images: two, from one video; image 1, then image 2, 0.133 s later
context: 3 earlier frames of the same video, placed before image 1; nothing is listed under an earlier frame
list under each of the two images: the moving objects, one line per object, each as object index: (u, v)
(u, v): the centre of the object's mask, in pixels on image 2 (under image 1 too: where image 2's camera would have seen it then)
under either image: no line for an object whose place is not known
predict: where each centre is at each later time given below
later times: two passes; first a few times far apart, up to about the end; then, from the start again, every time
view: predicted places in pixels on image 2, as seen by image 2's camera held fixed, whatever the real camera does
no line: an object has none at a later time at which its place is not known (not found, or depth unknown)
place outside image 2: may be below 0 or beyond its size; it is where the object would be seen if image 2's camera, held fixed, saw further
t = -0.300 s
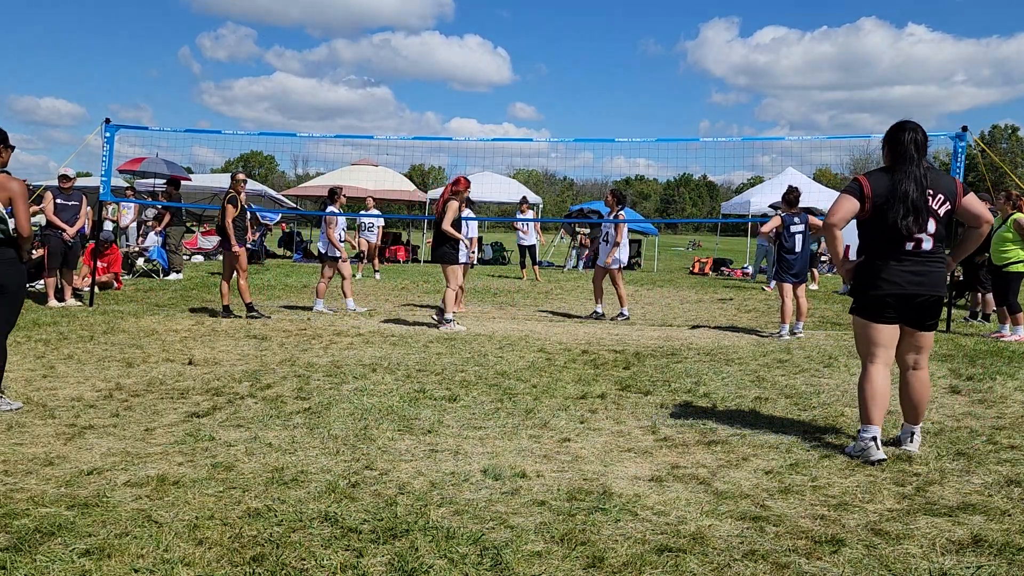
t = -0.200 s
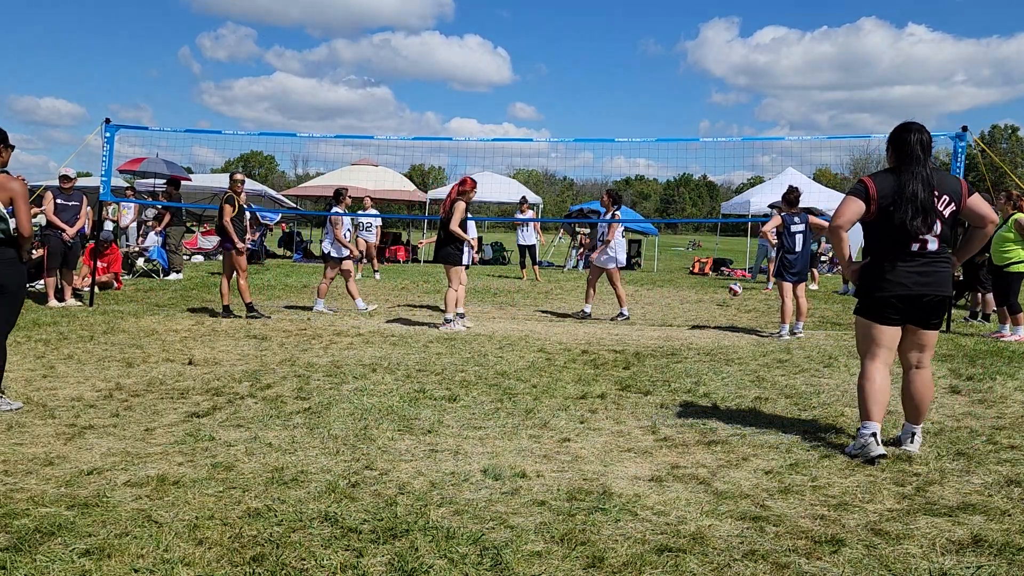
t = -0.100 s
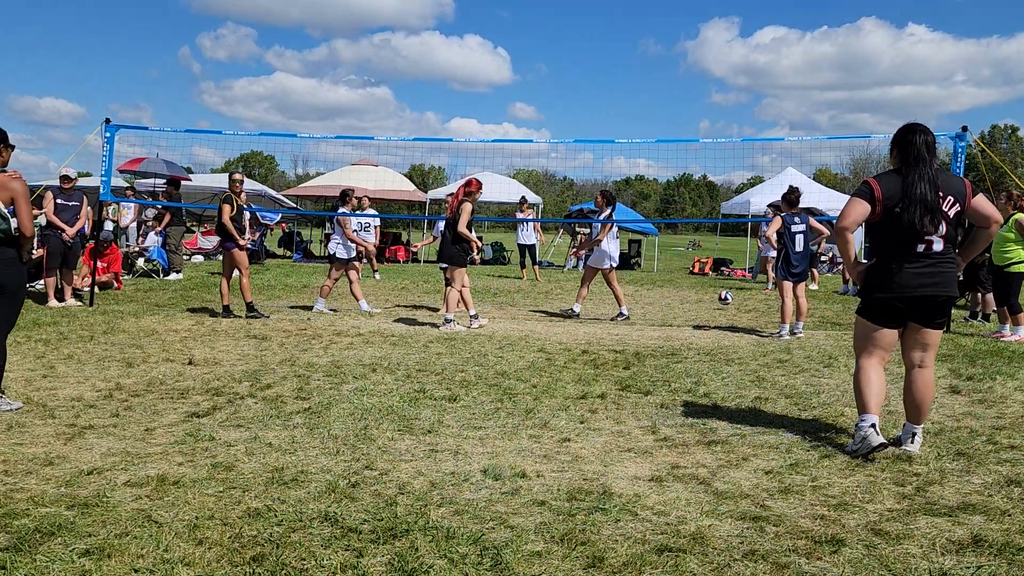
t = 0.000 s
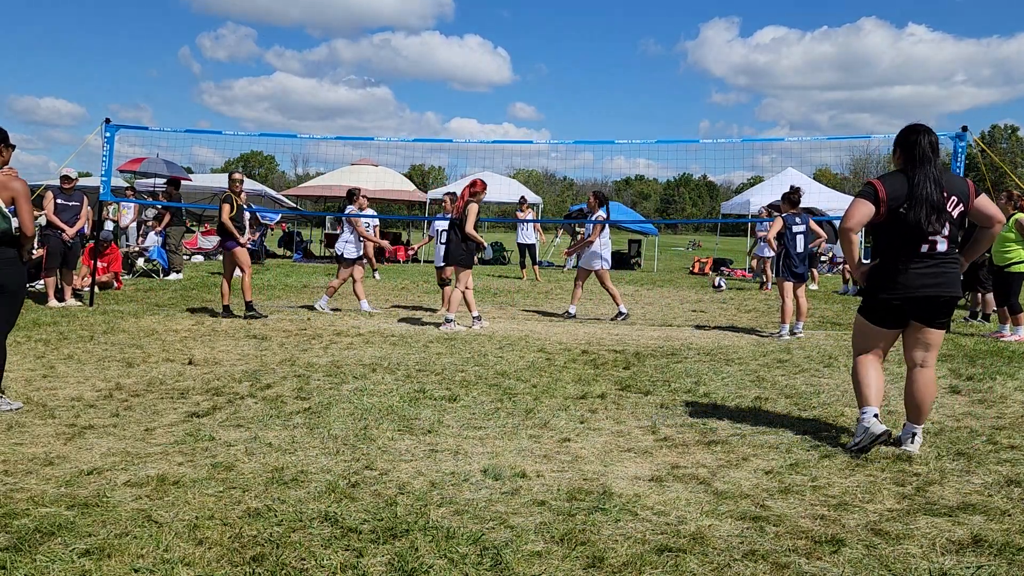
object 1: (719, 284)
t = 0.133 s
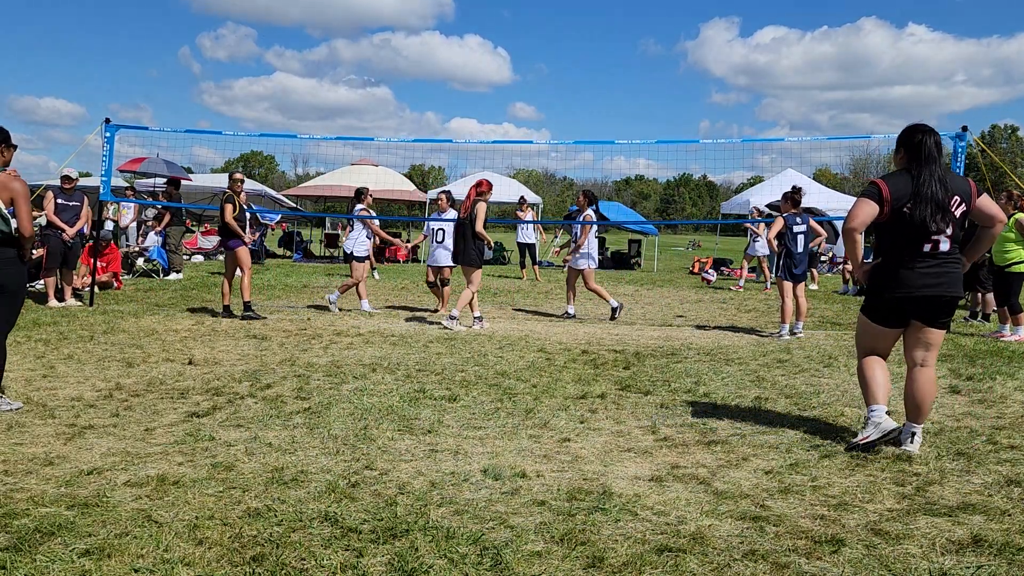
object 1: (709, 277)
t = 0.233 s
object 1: (700, 280)
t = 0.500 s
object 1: (674, 322)
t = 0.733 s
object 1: (638, 307)
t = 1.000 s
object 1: (581, 353)
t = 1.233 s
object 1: (513, 376)
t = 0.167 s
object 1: (706, 277)
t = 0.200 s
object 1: (704, 278)
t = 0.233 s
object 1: (700, 280)
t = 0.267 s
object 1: (698, 283)
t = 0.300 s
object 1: (695, 287)
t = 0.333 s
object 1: (691, 291)
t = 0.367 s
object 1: (688, 298)
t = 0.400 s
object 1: (685, 305)
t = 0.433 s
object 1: (682, 313)
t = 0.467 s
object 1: (678, 324)
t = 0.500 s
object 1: (674, 322)
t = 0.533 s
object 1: (669, 317)
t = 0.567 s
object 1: (664, 313)
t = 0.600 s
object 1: (660, 310)
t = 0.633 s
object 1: (655, 308)
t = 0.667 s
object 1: (650, 307)
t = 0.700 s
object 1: (644, 306)
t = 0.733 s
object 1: (638, 307)
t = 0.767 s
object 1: (633, 309)
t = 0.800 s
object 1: (626, 313)
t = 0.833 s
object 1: (619, 319)
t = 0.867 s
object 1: (612, 325)
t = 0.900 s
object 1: (605, 333)
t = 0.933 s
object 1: (597, 343)
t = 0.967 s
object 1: (588, 354)
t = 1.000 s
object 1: (581, 353)
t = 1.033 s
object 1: (573, 353)
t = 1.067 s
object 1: (565, 355)
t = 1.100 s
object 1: (556, 357)
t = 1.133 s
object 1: (546, 362)
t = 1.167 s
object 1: (536, 369)
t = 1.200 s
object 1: (525, 373)
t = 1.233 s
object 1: (513, 376)
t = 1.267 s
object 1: (502, 380)
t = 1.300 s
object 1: (488, 385)
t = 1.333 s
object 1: (474, 390)
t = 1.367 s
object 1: (460, 395)
